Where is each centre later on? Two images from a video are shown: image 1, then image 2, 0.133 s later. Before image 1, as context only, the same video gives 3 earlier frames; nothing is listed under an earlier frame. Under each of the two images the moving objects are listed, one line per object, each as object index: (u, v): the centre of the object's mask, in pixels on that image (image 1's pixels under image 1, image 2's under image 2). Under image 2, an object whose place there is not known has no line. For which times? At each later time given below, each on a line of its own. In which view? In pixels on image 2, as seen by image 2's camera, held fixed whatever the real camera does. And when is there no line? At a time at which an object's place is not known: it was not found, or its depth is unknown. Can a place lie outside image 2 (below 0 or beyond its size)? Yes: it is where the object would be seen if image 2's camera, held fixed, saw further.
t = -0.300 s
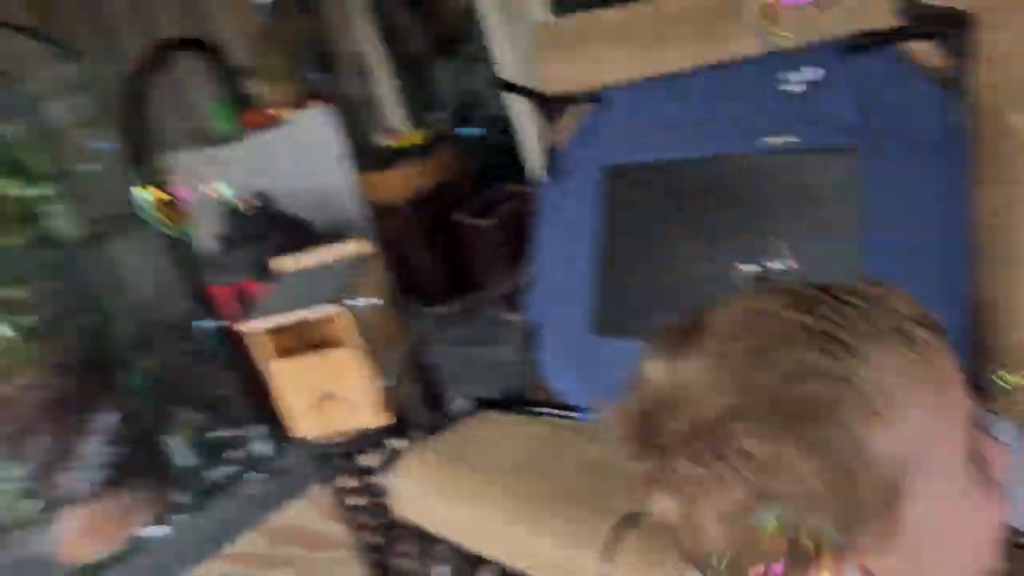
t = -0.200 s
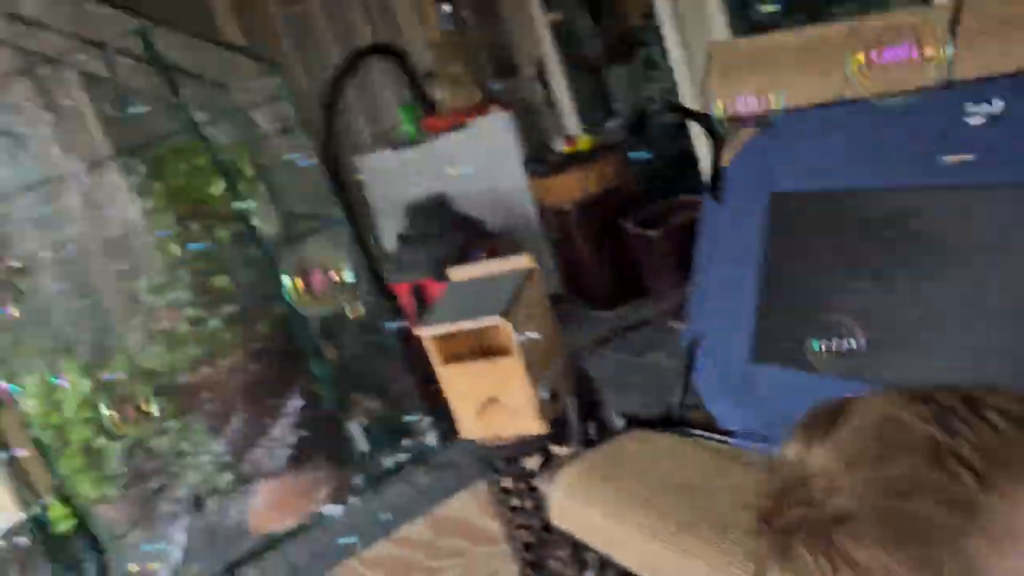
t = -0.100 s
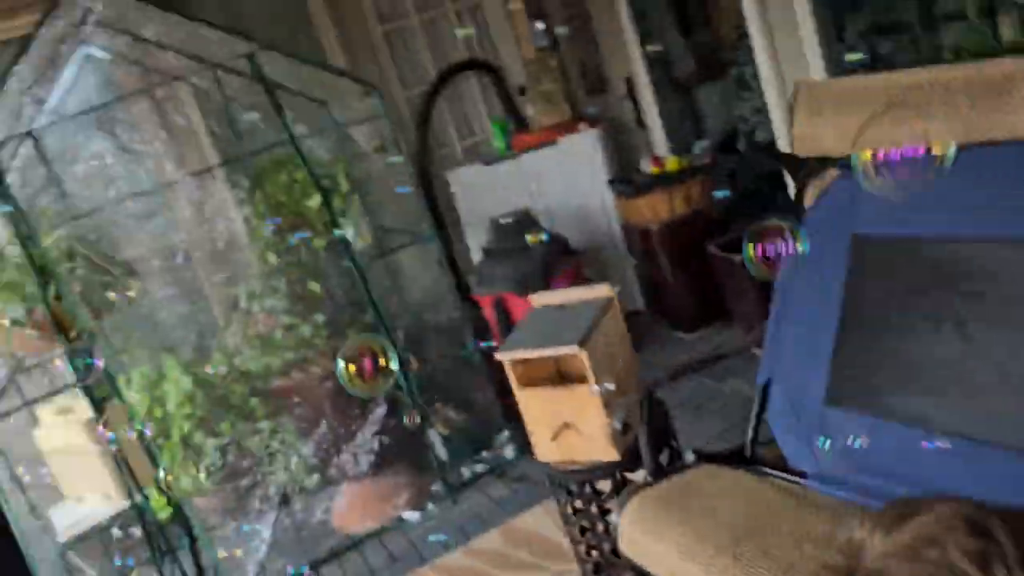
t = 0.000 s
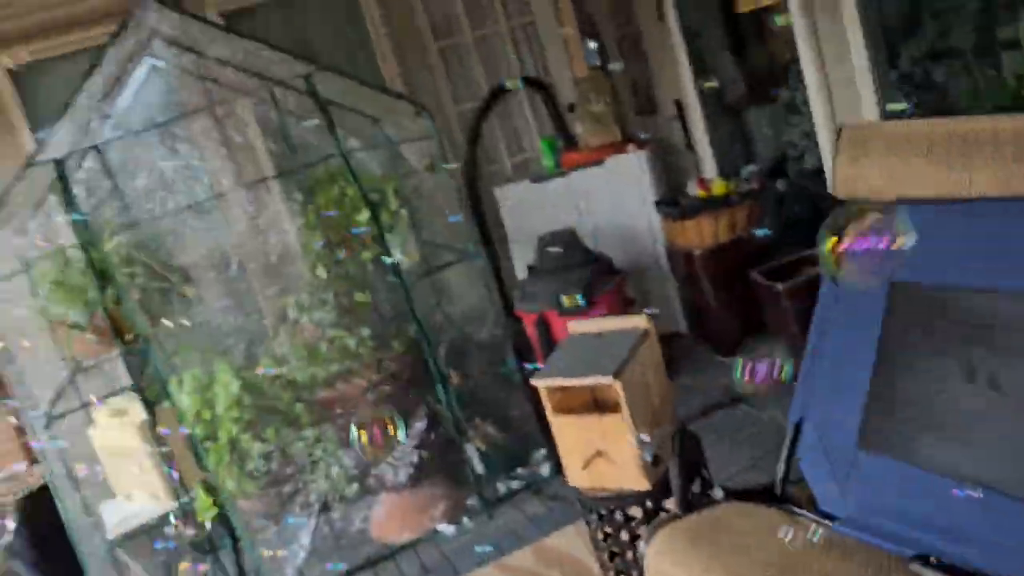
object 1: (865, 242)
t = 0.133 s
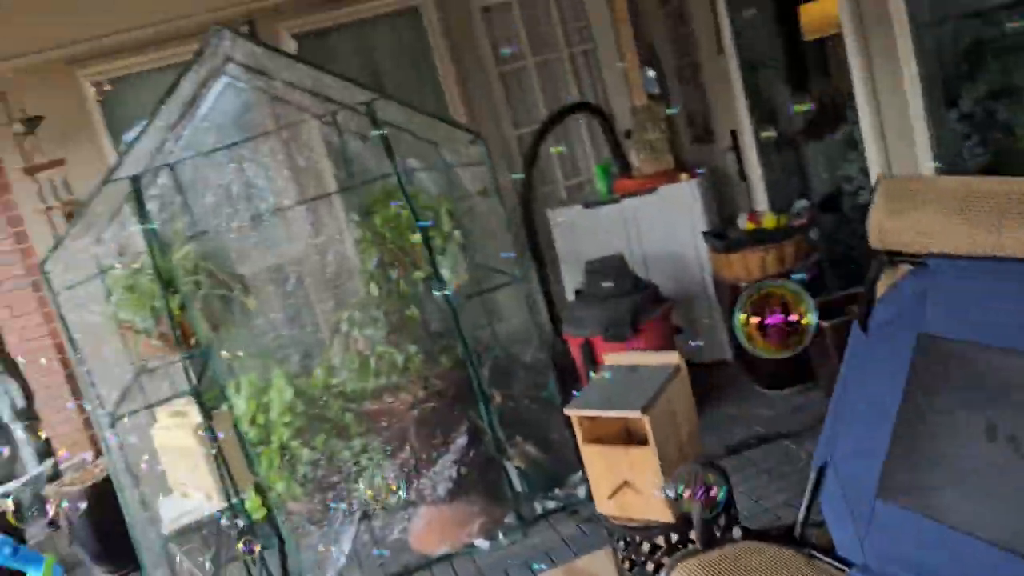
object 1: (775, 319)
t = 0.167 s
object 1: (742, 323)
